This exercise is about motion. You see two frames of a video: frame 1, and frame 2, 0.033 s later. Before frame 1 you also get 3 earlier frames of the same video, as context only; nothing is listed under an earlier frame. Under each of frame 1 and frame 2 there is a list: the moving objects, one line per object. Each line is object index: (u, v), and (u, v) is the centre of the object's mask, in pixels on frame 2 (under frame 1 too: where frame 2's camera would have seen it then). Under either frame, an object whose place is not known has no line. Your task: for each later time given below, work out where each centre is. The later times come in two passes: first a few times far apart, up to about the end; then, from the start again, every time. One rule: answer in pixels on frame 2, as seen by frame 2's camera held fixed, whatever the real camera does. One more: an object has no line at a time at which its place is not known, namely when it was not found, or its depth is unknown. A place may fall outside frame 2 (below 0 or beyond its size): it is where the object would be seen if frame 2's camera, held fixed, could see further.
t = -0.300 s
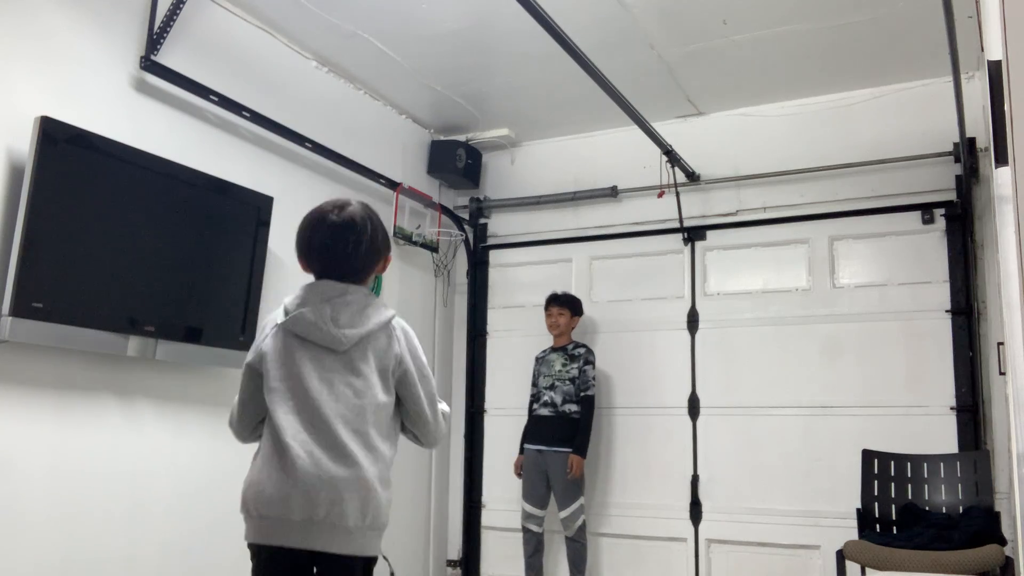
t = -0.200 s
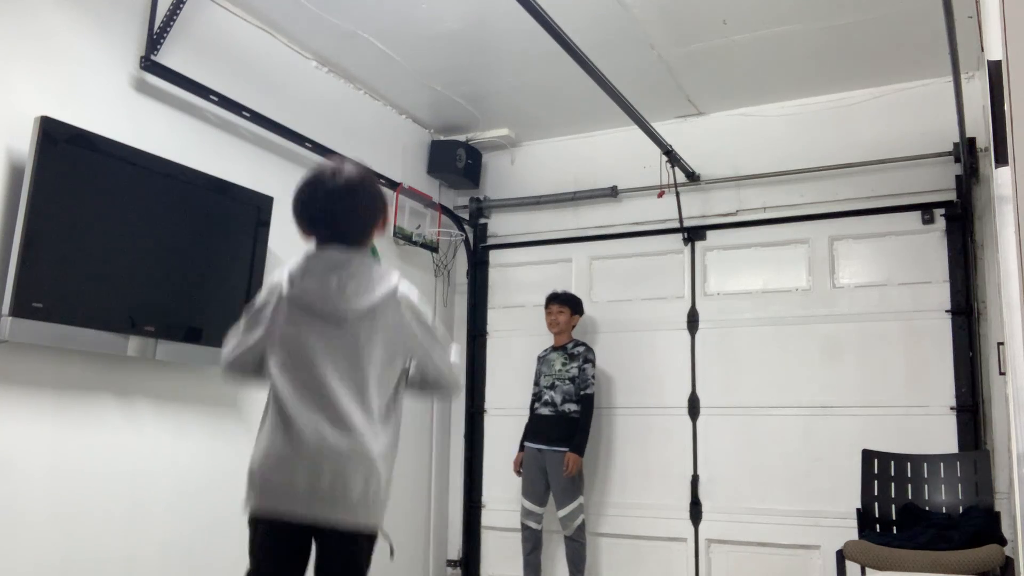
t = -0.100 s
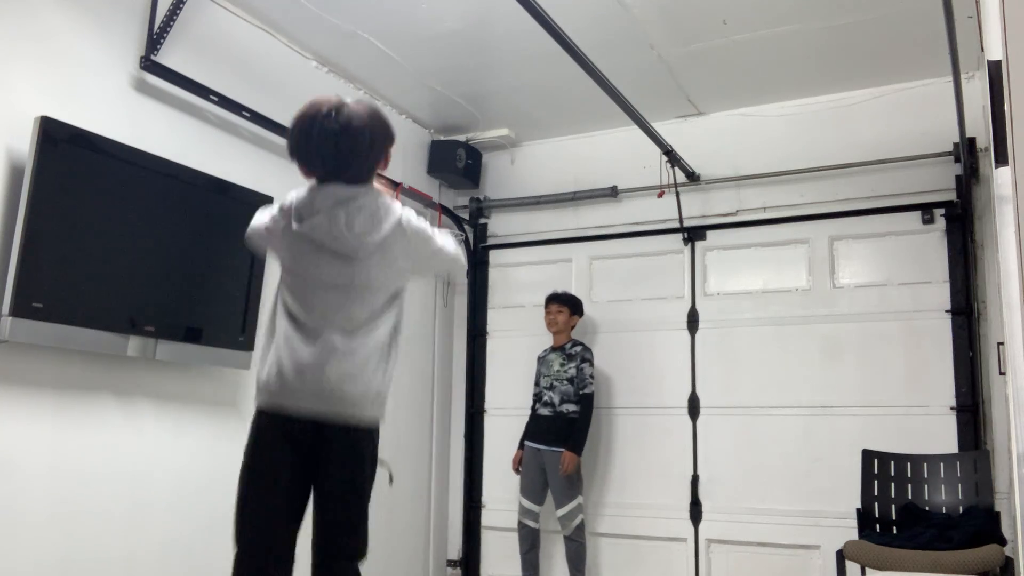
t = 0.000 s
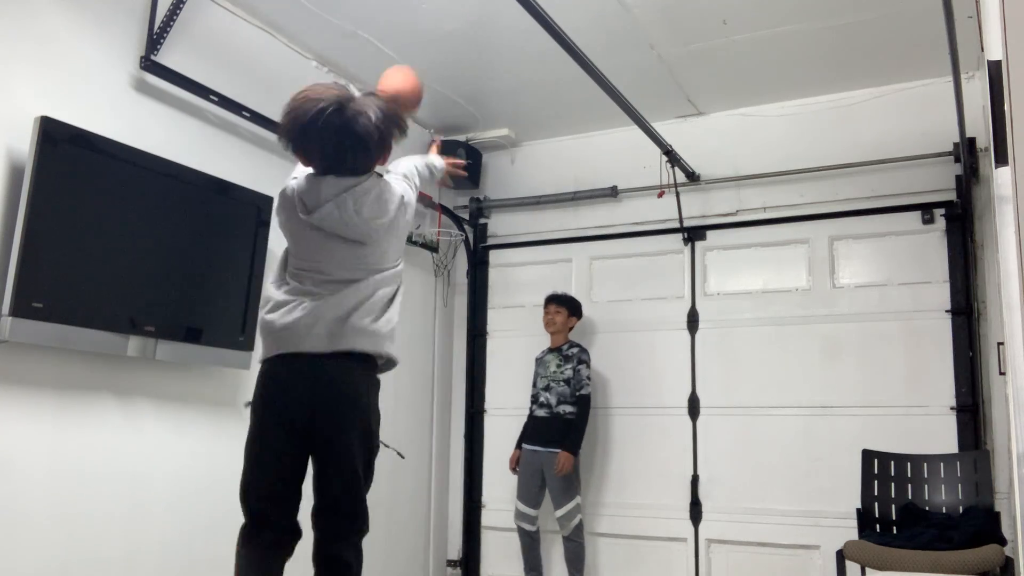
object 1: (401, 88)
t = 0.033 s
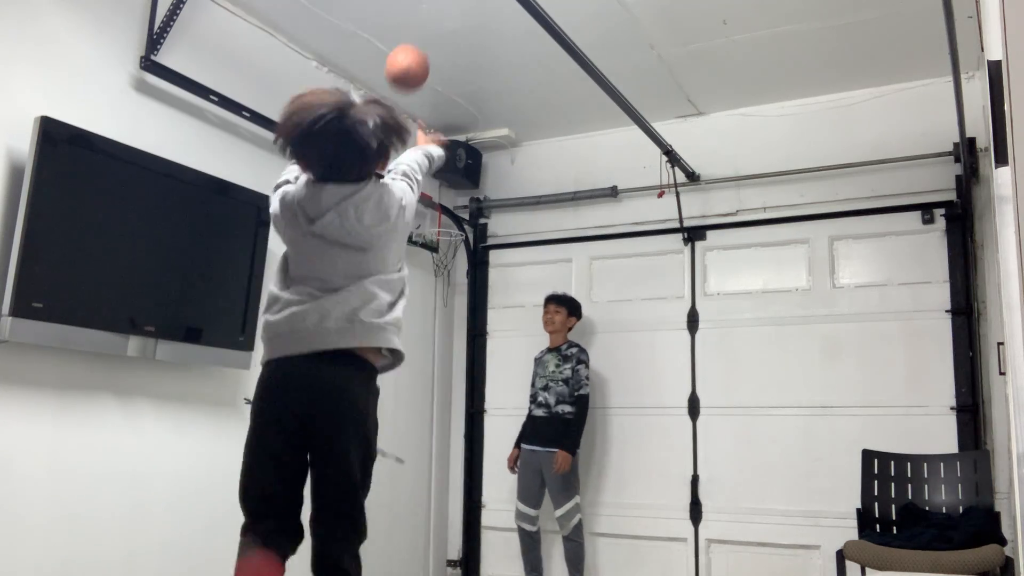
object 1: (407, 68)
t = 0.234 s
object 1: (441, 22)
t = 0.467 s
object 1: (461, 88)
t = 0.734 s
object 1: (476, 233)
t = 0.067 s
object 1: (414, 50)
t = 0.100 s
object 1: (420, 37)
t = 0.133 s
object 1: (426, 28)
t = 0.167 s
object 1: (432, 23)
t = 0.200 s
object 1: (437, 21)
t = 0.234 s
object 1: (441, 22)
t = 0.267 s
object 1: (445, 25)
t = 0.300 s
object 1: (449, 31)
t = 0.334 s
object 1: (452, 39)
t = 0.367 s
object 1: (455, 49)
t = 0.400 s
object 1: (457, 60)
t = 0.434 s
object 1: (459, 73)
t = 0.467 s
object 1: (461, 88)
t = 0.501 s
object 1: (463, 104)
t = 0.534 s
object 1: (464, 121)
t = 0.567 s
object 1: (466, 139)
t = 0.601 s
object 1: (467, 158)
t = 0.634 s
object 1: (468, 177)
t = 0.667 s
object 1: (469, 200)
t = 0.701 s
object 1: (471, 221)
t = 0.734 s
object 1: (476, 233)
